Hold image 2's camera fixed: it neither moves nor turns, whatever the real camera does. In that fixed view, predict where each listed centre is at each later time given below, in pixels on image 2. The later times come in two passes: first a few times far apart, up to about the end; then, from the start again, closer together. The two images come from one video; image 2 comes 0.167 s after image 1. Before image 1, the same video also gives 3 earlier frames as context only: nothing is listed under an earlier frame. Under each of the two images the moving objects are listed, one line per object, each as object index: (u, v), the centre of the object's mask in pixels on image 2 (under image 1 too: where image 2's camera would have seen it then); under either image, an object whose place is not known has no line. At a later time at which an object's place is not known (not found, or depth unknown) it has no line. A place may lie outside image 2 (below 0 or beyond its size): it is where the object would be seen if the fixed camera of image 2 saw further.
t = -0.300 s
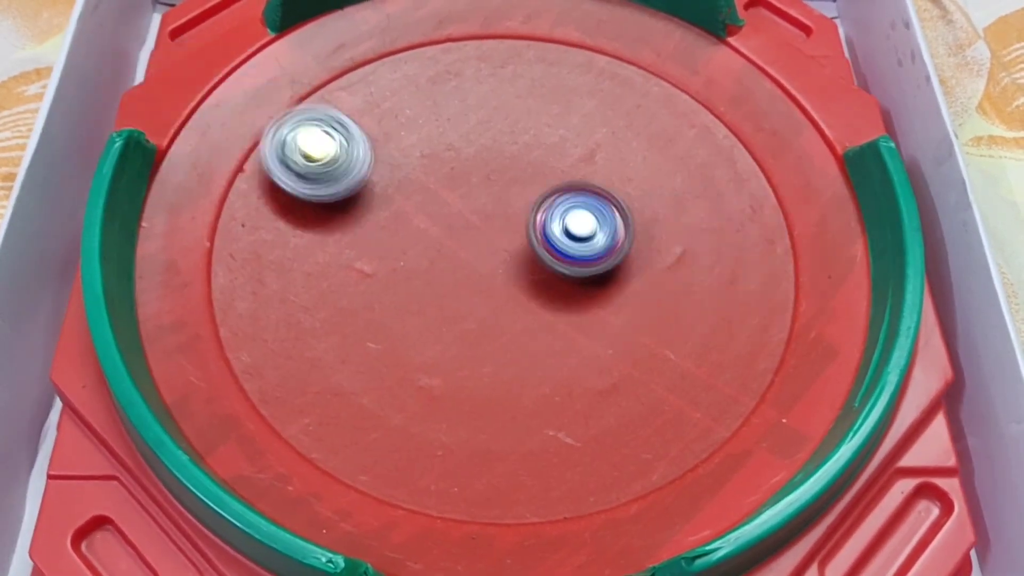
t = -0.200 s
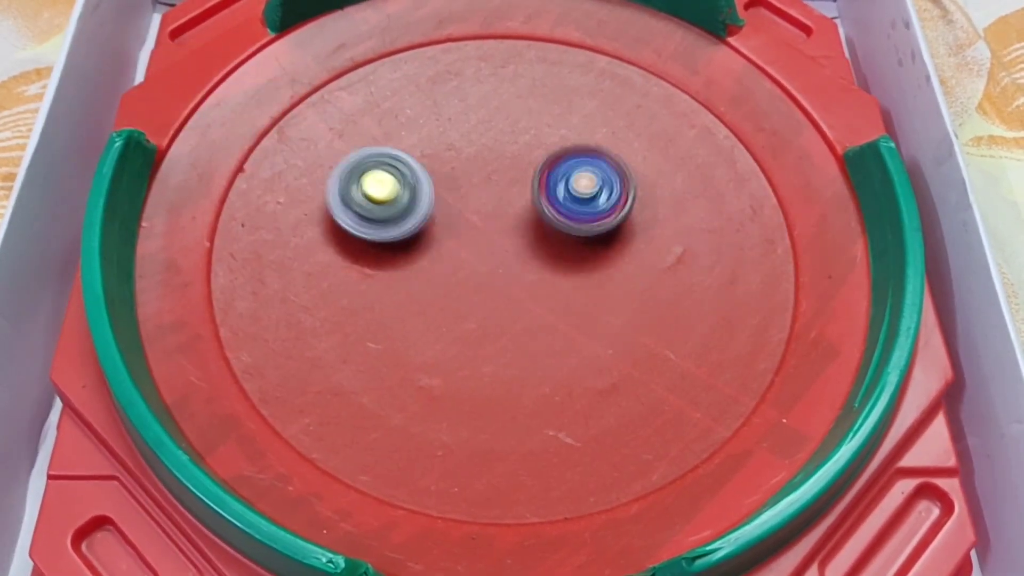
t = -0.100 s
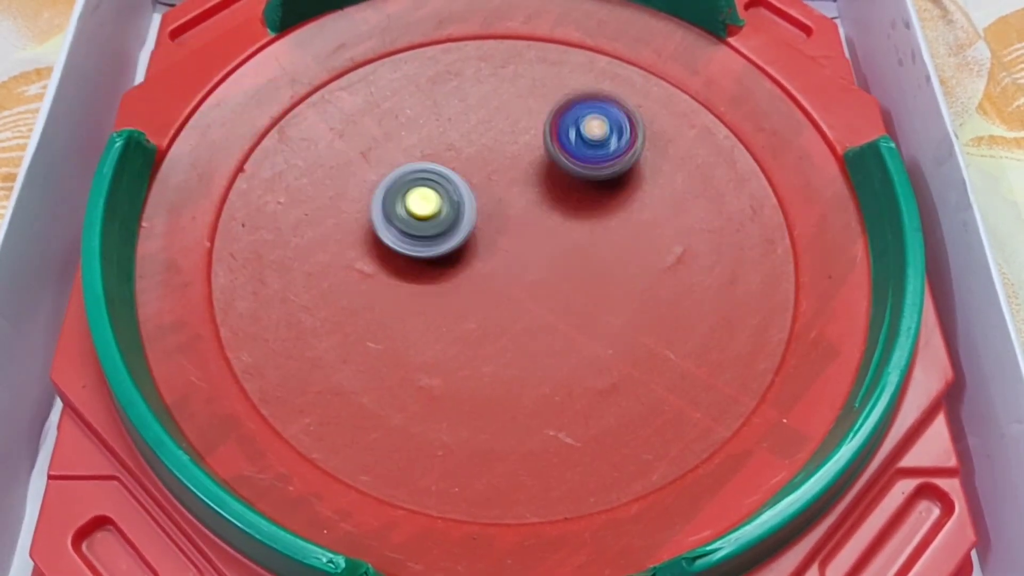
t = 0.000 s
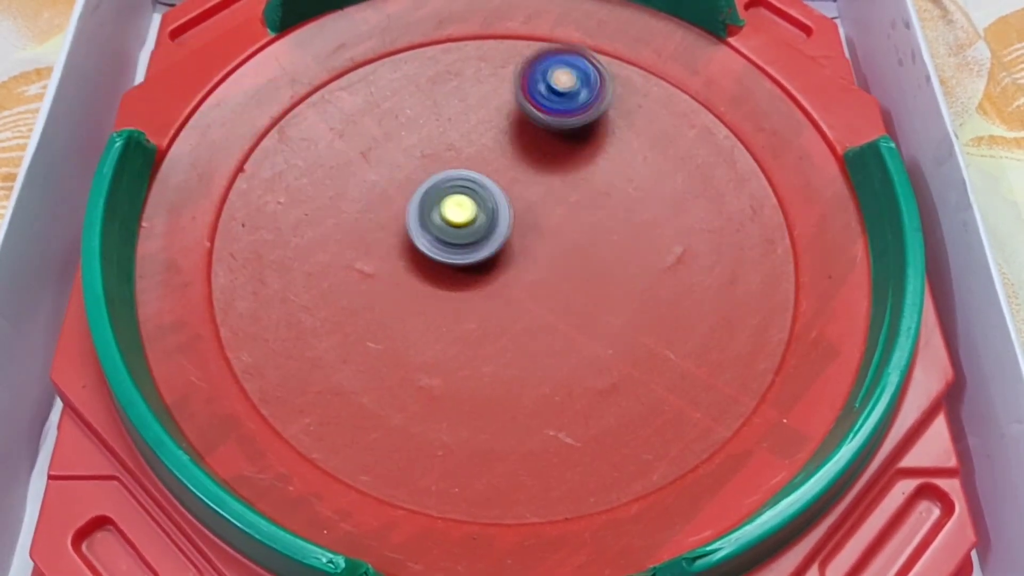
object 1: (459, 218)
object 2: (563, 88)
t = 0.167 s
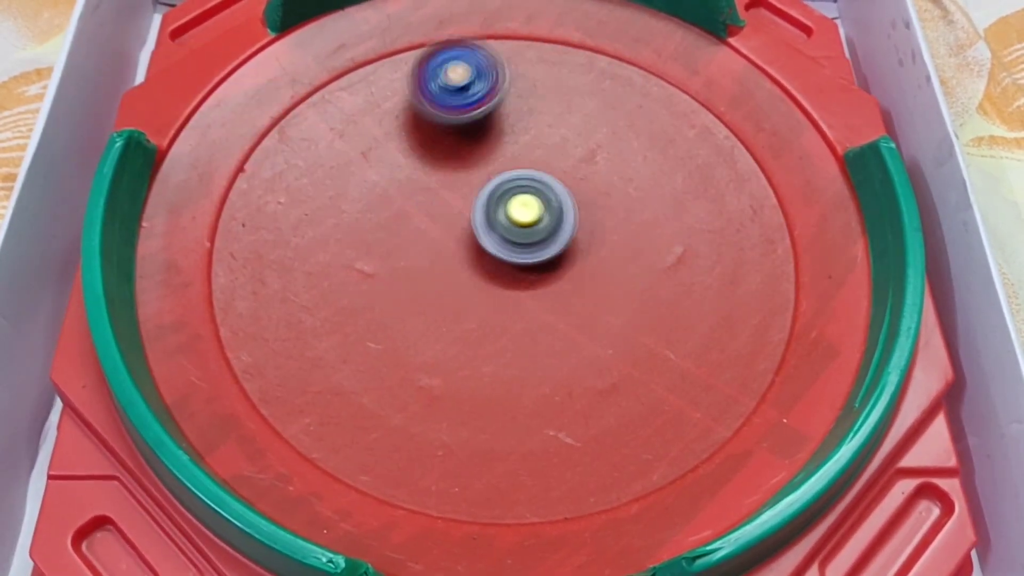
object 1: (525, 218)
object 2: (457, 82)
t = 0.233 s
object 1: (549, 217)
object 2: (427, 115)
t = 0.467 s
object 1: (607, 212)
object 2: (506, 252)
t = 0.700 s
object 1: (759, 102)
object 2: (528, 380)
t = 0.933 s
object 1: (712, 82)
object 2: (749, 334)
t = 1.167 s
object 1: (626, 113)
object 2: (734, 166)
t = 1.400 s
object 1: (282, 84)
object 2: (751, 247)
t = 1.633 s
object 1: (597, 516)
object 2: (627, 220)
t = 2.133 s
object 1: (210, 157)
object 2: (619, 400)
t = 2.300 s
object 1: (464, 523)
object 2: (661, 353)
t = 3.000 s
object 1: (212, 192)
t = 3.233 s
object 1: (376, 388)
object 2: (525, 349)
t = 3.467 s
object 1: (438, 386)
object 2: (511, 234)
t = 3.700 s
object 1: (489, 386)
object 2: (399, 196)
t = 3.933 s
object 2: (355, 243)
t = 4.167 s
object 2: (430, 261)
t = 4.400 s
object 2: (482, 222)
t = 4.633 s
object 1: (631, 321)
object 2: (500, 181)
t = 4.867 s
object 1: (647, 296)
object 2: (505, 162)
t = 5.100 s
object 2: (514, 153)
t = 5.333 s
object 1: (648, 248)
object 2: (532, 163)
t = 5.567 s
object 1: (650, 241)
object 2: (542, 176)
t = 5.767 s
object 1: (648, 241)
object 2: (539, 194)
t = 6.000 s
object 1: (651, 238)
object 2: (540, 222)
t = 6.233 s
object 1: (665, 240)
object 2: (540, 246)
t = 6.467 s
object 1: (671, 236)
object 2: (541, 274)
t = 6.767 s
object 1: (649, 233)
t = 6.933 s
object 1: (644, 225)
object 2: (548, 293)
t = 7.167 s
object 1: (620, 219)
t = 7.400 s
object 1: (593, 215)
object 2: (506, 302)
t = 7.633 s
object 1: (562, 212)
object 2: (481, 291)
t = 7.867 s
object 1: (537, 211)
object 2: (462, 281)
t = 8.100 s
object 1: (529, 201)
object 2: (448, 280)
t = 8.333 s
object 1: (521, 190)
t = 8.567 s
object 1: (514, 184)
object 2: (470, 264)
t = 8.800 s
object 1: (511, 175)
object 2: (476, 255)
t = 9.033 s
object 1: (515, 158)
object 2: (503, 259)
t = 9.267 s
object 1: (520, 153)
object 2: (510, 236)
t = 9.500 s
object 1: (538, 111)
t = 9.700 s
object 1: (538, 117)
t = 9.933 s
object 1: (542, 134)
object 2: (557, 239)
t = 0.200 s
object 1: (537, 217)
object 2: (439, 97)
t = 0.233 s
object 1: (549, 217)
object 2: (427, 115)
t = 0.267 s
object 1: (559, 216)
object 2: (418, 139)
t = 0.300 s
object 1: (569, 216)
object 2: (418, 161)
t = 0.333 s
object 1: (577, 215)
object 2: (426, 183)
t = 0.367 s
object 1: (585, 214)
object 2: (439, 204)
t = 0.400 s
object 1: (592, 213)
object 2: (456, 224)
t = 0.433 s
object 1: (600, 213)
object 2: (480, 240)
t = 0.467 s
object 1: (607, 212)
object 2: (506, 252)
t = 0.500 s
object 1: (620, 208)
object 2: (525, 260)
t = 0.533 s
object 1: (666, 183)
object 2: (505, 289)
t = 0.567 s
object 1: (708, 162)
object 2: (493, 314)
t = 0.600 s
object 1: (739, 141)
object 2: (489, 335)
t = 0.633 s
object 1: (755, 124)
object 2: (494, 353)
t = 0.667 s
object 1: (761, 112)
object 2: (506, 368)
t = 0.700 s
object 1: (759, 102)
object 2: (528, 380)
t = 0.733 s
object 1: (756, 96)
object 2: (556, 389)
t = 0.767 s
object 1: (751, 91)
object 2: (590, 394)
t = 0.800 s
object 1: (745, 87)
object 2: (626, 394)
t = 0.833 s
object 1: (737, 83)
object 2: (661, 388)
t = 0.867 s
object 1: (730, 81)
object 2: (695, 375)
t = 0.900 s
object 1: (722, 81)
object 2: (725, 357)
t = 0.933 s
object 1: (712, 82)
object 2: (749, 334)
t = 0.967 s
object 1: (699, 85)
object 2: (765, 308)
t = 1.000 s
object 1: (682, 90)
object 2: (775, 281)
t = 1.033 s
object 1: (668, 96)
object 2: (777, 252)
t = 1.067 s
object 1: (656, 102)
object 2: (771, 224)
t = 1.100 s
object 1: (647, 109)
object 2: (760, 199)
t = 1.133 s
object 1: (641, 115)
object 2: (743, 175)
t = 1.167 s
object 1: (626, 113)
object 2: (734, 166)
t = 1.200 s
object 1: (566, 78)
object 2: (759, 187)
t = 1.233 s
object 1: (517, 47)
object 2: (775, 207)
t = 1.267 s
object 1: (471, 31)
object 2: (783, 224)
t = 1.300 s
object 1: (423, 29)
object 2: (782, 236)
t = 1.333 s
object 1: (375, 34)
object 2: (775, 244)
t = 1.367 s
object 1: (329, 50)
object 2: (764, 248)
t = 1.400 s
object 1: (282, 84)
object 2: (751, 247)
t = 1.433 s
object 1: (240, 132)
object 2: (736, 241)
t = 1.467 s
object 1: (204, 196)
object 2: (721, 231)
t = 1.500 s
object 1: (187, 268)
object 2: (706, 221)
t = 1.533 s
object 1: (213, 361)
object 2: (689, 216)
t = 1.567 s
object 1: (296, 454)
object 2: (669, 213)
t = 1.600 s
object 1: (438, 514)
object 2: (648, 215)
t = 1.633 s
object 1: (597, 516)
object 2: (627, 220)
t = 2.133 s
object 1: (210, 157)
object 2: (619, 400)
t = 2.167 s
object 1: (213, 231)
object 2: (631, 398)
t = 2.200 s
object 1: (228, 318)
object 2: (645, 391)
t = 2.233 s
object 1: (271, 401)
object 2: (655, 380)
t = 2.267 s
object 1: (352, 475)
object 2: (662, 367)
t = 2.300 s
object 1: (464, 523)
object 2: (661, 353)
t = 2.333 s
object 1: (590, 534)
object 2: (655, 341)
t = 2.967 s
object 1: (203, 143)
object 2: (428, 373)
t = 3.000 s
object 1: (212, 192)
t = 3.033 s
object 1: (229, 254)
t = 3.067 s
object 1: (249, 291)
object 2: (456, 385)
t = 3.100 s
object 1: (278, 326)
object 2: (467, 382)
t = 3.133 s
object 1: (307, 350)
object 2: (478, 379)
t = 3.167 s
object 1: (344, 371)
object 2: (488, 373)
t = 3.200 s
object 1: (374, 382)
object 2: (498, 363)
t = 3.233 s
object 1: (376, 388)
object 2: (525, 349)
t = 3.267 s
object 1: (382, 388)
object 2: (541, 333)
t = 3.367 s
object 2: (543, 281)
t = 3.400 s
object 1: (423, 385)
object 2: (535, 264)
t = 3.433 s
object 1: (430, 385)
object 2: (524, 249)
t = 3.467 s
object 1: (438, 386)
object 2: (511, 234)
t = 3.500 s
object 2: (495, 221)
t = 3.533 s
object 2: (477, 212)
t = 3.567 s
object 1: (460, 387)
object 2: (459, 205)
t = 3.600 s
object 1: (468, 387)
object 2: (443, 199)
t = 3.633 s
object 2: (426, 196)
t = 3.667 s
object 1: (482, 386)
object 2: (412, 196)
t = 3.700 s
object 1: (489, 386)
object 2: (399, 196)
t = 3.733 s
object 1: (496, 385)
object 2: (387, 198)
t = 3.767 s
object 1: (503, 385)
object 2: (376, 201)
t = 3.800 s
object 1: (509, 384)
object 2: (367, 205)
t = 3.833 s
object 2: (359, 213)
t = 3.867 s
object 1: (522, 382)
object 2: (356, 223)
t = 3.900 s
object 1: (528, 380)
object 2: (355, 233)
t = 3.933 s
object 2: (355, 243)
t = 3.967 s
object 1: (540, 377)
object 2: (363, 254)
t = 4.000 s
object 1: (546, 375)
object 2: (374, 259)
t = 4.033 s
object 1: (552, 373)
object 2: (384, 263)
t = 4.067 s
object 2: (394, 263)
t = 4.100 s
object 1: (563, 369)
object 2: (406, 263)
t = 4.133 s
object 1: (568, 366)
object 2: (418, 263)
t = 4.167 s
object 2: (430, 261)
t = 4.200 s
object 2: (442, 259)
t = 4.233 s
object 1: (583, 359)
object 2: (453, 253)
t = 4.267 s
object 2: (461, 247)
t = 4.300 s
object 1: (593, 353)
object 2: (469, 240)
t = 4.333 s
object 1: (597, 351)
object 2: (475, 234)
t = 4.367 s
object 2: (479, 227)
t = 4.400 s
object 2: (482, 222)
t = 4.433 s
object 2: (484, 215)
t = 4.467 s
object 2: (487, 208)
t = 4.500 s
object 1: (618, 335)
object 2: (490, 202)
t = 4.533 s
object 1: (621, 332)
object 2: (493, 196)
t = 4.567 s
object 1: (625, 328)
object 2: (497, 191)
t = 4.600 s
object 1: (628, 325)
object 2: (499, 186)
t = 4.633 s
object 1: (631, 321)
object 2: (500, 181)
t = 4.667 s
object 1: (633, 318)
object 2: (501, 176)
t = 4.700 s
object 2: (501, 173)
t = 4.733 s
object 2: (501, 171)
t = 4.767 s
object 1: (641, 307)
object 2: (502, 169)
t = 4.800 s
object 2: (504, 166)
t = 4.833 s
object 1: (645, 300)
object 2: (505, 165)
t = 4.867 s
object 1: (647, 296)
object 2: (505, 162)
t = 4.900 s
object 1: (648, 292)
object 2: (507, 160)
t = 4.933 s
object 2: (508, 158)
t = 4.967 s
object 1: (651, 285)
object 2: (509, 157)
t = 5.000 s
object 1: (652, 281)
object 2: (511, 155)
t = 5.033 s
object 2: (512, 154)
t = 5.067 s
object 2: (513, 153)
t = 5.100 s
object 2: (514, 153)
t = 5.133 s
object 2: (516, 154)
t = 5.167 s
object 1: (652, 263)
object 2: (519, 155)
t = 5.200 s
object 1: (651, 260)
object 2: (522, 155)
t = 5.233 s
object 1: (650, 256)
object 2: (523, 157)
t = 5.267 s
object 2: (525, 158)
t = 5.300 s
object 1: (649, 251)
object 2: (528, 160)
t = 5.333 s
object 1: (648, 248)
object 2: (532, 163)
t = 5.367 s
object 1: (645, 245)
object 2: (535, 166)
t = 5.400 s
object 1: (644, 242)
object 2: (538, 169)
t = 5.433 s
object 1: (643, 240)
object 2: (542, 173)
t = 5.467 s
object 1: (641, 237)
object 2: (545, 175)
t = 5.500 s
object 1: (639, 235)
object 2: (549, 178)
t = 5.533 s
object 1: (646, 238)
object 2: (545, 176)
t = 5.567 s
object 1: (650, 241)
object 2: (542, 176)
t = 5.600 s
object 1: (649, 241)
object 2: (541, 178)
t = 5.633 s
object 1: (646, 242)
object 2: (542, 181)
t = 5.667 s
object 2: (542, 185)
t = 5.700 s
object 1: (643, 240)
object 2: (543, 188)
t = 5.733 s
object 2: (544, 193)
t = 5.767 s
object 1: (648, 241)
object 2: (539, 194)
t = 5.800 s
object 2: (534, 195)
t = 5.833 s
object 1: (655, 243)
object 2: (533, 198)
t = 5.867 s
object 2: (532, 202)
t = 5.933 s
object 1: (653, 240)
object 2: (534, 212)
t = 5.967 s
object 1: (652, 239)
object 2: (538, 217)
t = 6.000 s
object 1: (651, 238)
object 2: (540, 222)
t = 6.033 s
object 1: (653, 238)
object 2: (541, 227)
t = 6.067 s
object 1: (664, 239)
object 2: (533, 230)
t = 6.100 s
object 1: (667, 240)
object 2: (533, 234)
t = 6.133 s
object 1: (667, 240)
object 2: (534, 238)
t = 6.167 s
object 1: (667, 240)
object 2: (536, 241)
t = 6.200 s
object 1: (666, 240)
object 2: (538, 244)
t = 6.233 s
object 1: (665, 240)
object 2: (540, 246)
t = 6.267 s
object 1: (664, 240)
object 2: (544, 249)
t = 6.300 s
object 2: (547, 253)
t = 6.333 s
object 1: (661, 239)
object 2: (551, 255)
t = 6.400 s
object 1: (671, 236)
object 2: (545, 264)
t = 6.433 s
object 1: (673, 236)
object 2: (543, 269)
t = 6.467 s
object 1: (671, 236)
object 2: (541, 274)
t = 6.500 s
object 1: (669, 236)
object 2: (540, 279)
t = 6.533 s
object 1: (666, 235)
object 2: (539, 284)
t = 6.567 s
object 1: (664, 235)
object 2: (540, 289)
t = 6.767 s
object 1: (649, 233)
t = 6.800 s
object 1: (646, 233)
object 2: (558, 298)
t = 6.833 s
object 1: (643, 233)
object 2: (560, 296)
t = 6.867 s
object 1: (640, 233)
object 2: (560, 292)
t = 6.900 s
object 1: (641, 230)
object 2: (556, 292)
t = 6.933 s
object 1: (644, 225)
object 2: (548, 293)
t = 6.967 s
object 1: (641, 224)
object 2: (542, 295)
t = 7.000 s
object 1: (638, 223)
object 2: (537, 297)
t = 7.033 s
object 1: (634, 221)
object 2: (532, 299)
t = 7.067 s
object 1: (631, 221)
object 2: (528, 302)
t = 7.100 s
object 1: (627, 220)
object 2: (524, 303)
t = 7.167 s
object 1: (620, 219)
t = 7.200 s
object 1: (617, 218)
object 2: (518, 307)
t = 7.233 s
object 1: (612, 217)
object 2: (517, 307)
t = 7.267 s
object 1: (609, 218)
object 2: (515, 307)
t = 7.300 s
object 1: (605, 217)
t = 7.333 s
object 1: (600, 216)
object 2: (511, 306)
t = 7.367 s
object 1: (597, 216)
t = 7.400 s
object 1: (593, 215)
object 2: (506, 302)
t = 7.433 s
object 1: (589, 215)
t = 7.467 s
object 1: (585, 214)
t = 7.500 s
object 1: (581, 214)
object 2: (496, 297)
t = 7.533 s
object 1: (576, 213)
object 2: (493, 295)
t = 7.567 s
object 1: (571, 212)
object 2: (489, 294)
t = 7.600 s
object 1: (567, 212)
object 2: (486, 293)
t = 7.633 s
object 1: (562, 212)
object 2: (481, 291)
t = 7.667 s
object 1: (558, 212)
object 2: (477, 289)
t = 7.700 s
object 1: (554, 211)
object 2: (474, 288)
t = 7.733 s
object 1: (551, 211)
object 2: (471, 287)
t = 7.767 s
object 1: (547, 211)
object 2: (469, 286)
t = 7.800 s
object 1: (543, 211)
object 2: (466, 284)
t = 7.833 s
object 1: (540, 211)
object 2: (464, 282)
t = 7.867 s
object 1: (537, 211)
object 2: (462, 281)
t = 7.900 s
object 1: (534, 211)
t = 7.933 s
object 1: (531, 211)
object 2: (457, 278)
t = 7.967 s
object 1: (529, 210)
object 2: (456, 278)
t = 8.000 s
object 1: (526, 210)
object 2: (454, 277)
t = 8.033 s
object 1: (524, 210)
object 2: (455, 276)
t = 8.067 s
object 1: (522, 209)
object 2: (454, 274)
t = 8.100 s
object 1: (529, 201)
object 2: (448, 280)
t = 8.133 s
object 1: (532, 195)
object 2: (447, 285)
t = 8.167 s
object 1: (531, 193)
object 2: (450, 287)
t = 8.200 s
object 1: (528, 192)
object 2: (457, 289)
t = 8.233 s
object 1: (526, 192)
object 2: (463, 289)
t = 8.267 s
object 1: (525, 191)
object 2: (468, 289)
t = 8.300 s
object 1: (523, 191)
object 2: (473, 289)
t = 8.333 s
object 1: (521, 190)
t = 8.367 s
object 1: (520, 189)
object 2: (477, 284)
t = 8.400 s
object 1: (519, 188)
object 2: (476, 281)
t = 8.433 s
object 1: (518, 187)
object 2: (475, 278)
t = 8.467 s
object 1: (516, 186)
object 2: (473, 275)
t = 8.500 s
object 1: (515, 185)
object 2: (472, 272)
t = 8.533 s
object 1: (514, 185)
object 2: (471, 268)
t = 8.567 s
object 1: (514, 184)
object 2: (470, 264)
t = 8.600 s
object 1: (512, 183)
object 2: (469, 261)
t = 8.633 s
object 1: (512, 182)
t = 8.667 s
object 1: (512, 179)
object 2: (469, 258)
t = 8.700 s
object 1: (512, 177)
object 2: (468, 258)
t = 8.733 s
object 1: (511, 177)
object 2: (469, 258)
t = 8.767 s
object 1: (511, 176)
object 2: (471, 256)
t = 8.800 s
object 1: (511, 175)
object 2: (476, 255)
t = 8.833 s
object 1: (510, 174)
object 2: (479, 252)
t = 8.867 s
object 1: (513, 168)
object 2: (480, 257)
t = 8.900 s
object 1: (515, 163)
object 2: (482, 261)
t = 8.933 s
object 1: (515, 161)
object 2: (487, 262)
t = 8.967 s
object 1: (515, 160)
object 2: (492, 263)
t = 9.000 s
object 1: (515, 159)
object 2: (498, 261)
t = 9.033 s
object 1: (515, 158)
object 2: (503, 259)
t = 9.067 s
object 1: (516, 157)
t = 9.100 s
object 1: (517, 157)
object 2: (513, 252)
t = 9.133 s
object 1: (518, 156)
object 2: (514, 247)
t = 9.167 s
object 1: (518, 155)
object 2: (516, 244)
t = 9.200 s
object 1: (519, 154)
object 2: (515, 241)
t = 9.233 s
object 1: (520, 154)
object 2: (513, 239)
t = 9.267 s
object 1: (520, 153)
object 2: (510, 236)
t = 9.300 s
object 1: (522, 153)
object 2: (507, 239)
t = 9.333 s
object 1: (532, 131)
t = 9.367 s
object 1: (538, 117)
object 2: (497, 267)
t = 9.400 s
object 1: (540, 112)
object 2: (501, 274)
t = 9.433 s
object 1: (539, 111)
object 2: (509, 280)
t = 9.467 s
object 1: (538, 111)
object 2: (517, 286)
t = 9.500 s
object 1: (538, 111)
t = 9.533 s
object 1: (538, 111)
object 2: (535, 291)
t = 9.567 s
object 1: (538, 112)
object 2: (543, 290)
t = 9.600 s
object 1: (538, 113)
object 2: (551, 288)
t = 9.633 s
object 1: (538, 114)
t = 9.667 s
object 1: (538, 116)
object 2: (562, 278)
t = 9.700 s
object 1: (538, 117)
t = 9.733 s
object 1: (538, 120)
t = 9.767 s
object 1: (539, 122)
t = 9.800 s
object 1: (539, 123)
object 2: (567, 258)
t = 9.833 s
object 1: (540, 125)
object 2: (567, 254)
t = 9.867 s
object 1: (541, 128)
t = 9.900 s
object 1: (542, 131)
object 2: (562, 244)
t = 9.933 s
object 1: (542, 134)
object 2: (557, 239)
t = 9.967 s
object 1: (543, 137)
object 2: (551, 236)
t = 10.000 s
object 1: (543, 141)
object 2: (545, 235)
